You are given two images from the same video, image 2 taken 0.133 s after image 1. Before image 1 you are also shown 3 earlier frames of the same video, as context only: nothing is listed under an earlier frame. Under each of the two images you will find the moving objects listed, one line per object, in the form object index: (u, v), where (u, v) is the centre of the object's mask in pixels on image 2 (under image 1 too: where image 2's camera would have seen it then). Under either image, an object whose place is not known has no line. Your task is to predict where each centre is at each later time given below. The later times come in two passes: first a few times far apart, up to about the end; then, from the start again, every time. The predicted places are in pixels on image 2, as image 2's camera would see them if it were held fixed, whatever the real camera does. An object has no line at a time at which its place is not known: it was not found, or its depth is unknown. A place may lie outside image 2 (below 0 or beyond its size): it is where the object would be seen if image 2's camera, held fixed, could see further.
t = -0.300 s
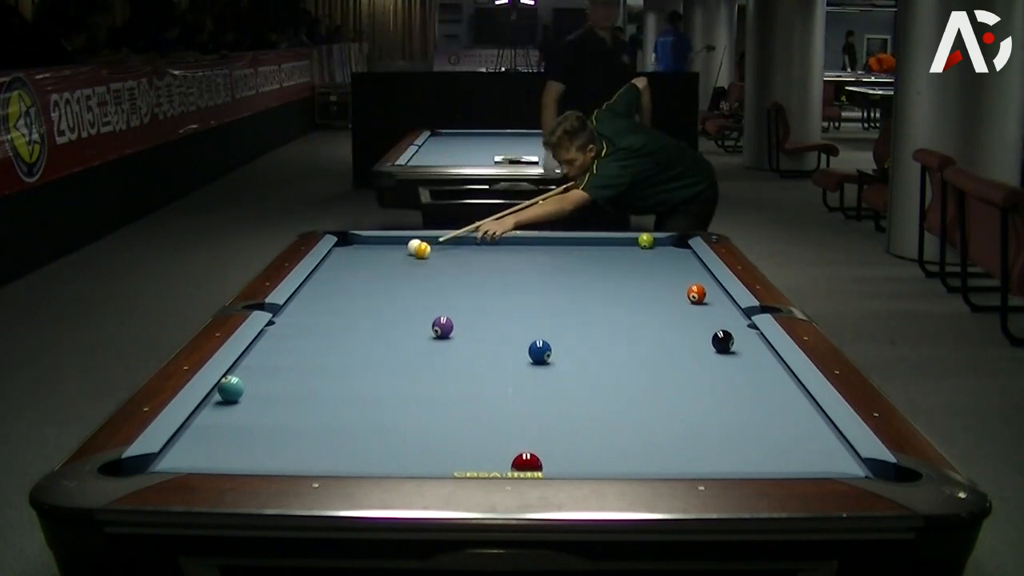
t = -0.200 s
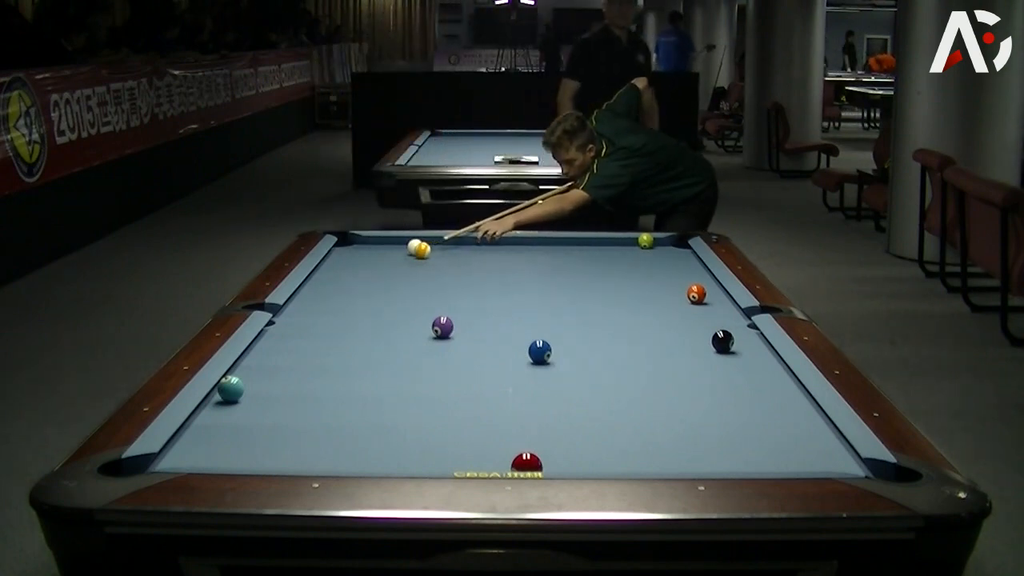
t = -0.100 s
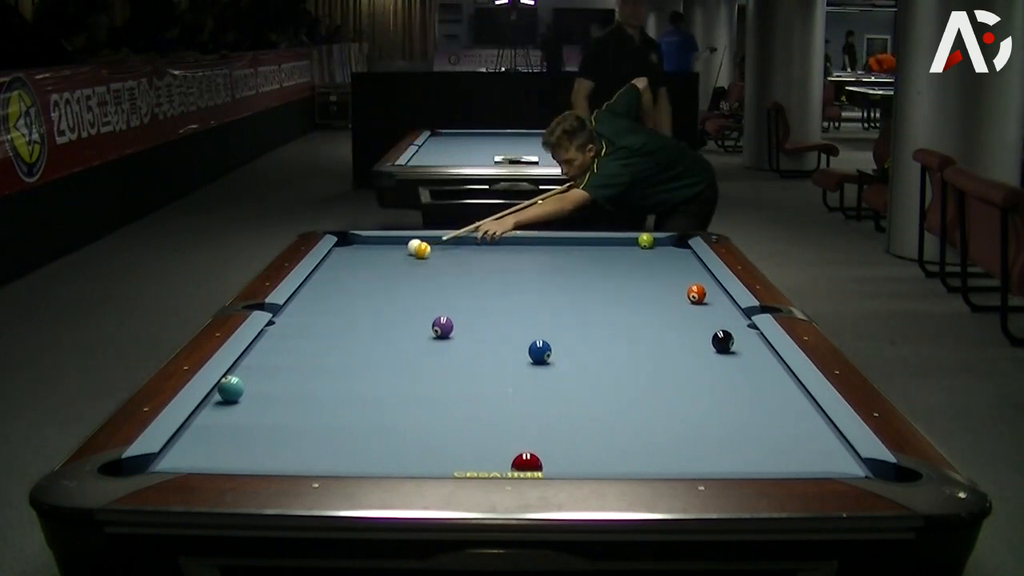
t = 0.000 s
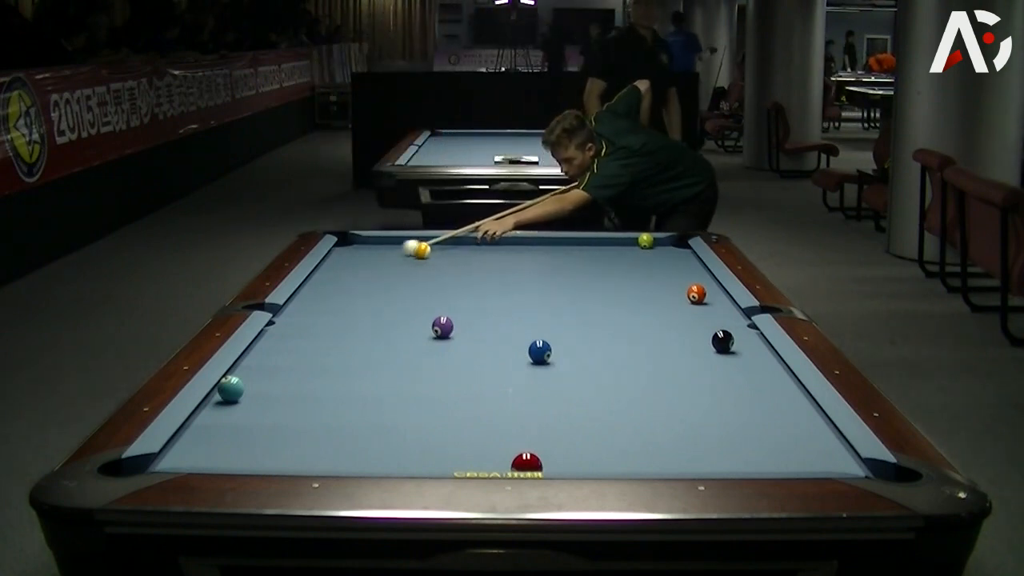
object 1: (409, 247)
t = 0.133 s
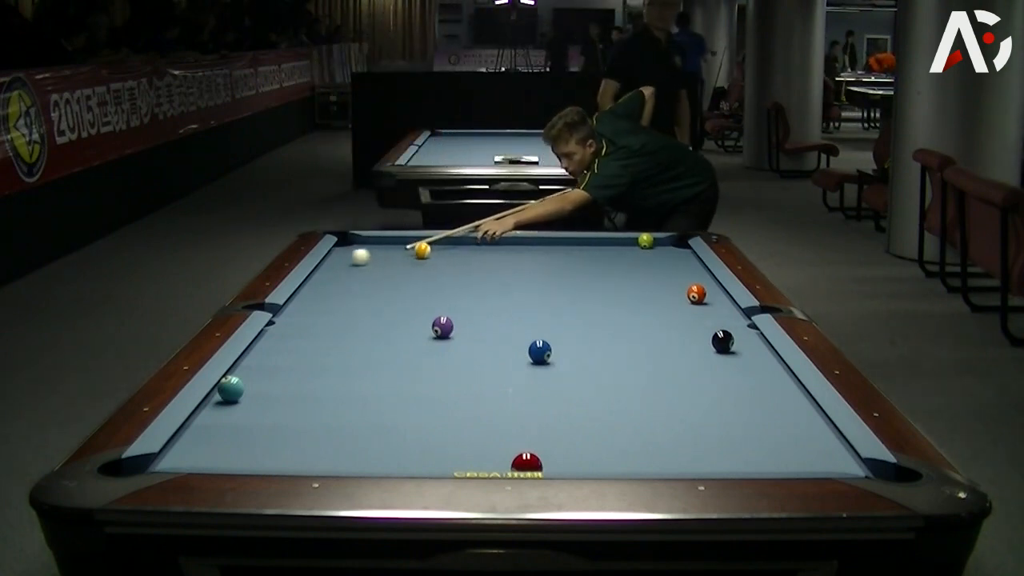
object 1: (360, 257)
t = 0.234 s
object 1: (328, 263)
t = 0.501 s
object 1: (366, 276)
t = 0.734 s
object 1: (398, 288)
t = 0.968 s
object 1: (433, 301)
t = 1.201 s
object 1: (471, 314)
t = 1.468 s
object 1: (518, 331)
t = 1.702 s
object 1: (563, 347)
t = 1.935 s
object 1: (612, 365)
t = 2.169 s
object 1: (664, 384)
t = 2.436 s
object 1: (728, 407)
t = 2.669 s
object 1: (790, 429)
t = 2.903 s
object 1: (830, 451)
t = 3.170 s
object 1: (819, 464)
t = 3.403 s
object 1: (805, 460)
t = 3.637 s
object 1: (793, 456)
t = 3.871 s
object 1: (783, 451)
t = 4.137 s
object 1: (774, 444)
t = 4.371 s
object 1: (767, 441)
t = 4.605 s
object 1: (762, 437)
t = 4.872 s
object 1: (759, 434)
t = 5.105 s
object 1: (757, 433)
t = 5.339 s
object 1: (756, 432)
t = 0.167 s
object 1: (348, 259)
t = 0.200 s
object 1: (335, 261)
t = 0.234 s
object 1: (328, 263)
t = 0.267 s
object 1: (334, 265)
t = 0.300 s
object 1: (339, 266)
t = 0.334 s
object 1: (344, 268)
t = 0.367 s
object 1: (349, 270)
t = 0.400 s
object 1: (353, 271)
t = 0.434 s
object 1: (357, 273)
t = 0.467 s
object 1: (362, 274)
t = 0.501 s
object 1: (366, 276)
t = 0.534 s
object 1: (370, 278)
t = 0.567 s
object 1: (375, 279)
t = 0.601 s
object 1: (380, 281)
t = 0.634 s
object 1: (384, 283)
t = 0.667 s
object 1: (389, 285)
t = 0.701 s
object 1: (393, 286)
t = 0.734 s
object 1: (398, 288)
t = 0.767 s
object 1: (403, 290)
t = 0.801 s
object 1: (408, 292)
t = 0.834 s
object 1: (413, 293)
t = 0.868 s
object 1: (418, 295)
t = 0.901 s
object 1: (423, 297)
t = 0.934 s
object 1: (428, 299)
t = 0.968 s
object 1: (433, 301)
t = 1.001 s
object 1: (439, 302)
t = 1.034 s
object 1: (444, 304)
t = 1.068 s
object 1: (449, 306)
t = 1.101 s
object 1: (455, 308)
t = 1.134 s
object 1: (460, 310)
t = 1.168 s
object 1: (466, 312)
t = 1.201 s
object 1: (471, 314)
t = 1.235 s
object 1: (477, 316)
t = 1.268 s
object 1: (482, 318)
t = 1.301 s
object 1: (488, 320)
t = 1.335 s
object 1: (494, 323)
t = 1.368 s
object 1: (500, 325)
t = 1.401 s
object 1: (506, 327)
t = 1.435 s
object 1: (512, 329)
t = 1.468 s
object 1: (518, 331)
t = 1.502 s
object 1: (524, 333)
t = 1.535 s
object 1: (530, 334)
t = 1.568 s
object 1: (536, 334)
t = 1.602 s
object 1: (544, 336)
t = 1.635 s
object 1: (552, 340)
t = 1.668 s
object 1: (558, 344)
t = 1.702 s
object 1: (563, 347)
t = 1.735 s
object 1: (570, 350)
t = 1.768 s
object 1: (577, 352)
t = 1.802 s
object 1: (583, 355)
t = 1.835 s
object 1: (590, 357)
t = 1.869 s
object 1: (597, 360)
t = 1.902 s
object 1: (604, 362)
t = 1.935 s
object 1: (612, 365)
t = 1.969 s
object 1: (619, 368)
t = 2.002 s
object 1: (626, 370)
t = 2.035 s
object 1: (633, 373)
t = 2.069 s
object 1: (641, 376)
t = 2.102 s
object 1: (648, 378)
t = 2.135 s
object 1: (656, 381)
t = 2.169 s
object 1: (664, 384)
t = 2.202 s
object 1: (672, 387)
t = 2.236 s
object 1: (679, 390)
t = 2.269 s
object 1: (687, 392)
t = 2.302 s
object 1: (695, 395)
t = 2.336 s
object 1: (703, 398)
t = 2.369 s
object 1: (712, 401)
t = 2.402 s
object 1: (720, 403)
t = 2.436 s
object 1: (728, 407)
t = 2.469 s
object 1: (737, 410)
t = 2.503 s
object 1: (745, 412)
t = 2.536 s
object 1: (754, 416)
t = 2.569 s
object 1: (763, 419)
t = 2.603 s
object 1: (771, 422)
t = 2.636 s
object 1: (781, 426)
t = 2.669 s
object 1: (790, 429)
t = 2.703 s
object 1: (799, 433)
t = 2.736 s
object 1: (808, 436)
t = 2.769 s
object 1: (817, 439)
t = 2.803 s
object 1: (827, 443)
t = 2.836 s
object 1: (835, 446)
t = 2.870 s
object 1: (832, 449)
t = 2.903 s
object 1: (830, 451)
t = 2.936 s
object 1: (829, 453)
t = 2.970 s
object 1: (827, 455)
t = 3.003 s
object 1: (826, 457)
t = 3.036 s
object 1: (825, 459)
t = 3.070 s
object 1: (823, 460)
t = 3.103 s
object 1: (822, 461)
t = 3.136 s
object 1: (820, 463)
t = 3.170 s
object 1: (819, 464)
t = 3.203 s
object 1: (816, 464)
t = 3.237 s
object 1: (814, 463)
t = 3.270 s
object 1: (812, 462)
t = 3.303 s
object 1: (810, 461)
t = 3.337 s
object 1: (809, 461)
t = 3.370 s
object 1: (807, 461)
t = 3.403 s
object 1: (805, 460)
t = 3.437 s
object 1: (803, 459)
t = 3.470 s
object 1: (802, 459)
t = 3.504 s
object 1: (800, 458)
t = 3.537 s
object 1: (798, 458)
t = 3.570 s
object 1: (796, 457)
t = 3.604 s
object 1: (795, 457)
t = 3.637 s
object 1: (793, 456)
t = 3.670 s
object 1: (792, 455)
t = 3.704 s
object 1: (790, 455)
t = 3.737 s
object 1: (789, 454)
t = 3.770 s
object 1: (787, 453)
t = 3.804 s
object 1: (786, 452)
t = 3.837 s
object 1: (785, 451)
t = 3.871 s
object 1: (783, 451)
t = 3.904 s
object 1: (782, 450)
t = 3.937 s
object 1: (781, 449)
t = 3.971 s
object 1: (780, 448)
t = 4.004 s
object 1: (779, 448)
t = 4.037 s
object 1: (777, 447)
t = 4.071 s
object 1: (776, 446)
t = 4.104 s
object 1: (775, 444)
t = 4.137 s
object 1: (774, 444)
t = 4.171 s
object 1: (773, 444)
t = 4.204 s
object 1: (772, 443)
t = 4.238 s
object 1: (771, 443)
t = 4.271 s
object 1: (770, 442)
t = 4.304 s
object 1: (769, 442)
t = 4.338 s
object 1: (768, 441)
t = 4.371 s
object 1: (767, 441)
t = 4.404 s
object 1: (767, 440)
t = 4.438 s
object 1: (766, 439)
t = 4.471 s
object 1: (765, 439)
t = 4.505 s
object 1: (764, 438)
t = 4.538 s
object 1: (764, 438)
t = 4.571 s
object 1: (763, 437)
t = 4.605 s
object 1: (762, 437)
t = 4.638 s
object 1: (762, 437)
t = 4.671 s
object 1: (761, 436)
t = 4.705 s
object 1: (761, 436)
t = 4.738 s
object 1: (760, 435)
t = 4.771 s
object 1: (760, 435)
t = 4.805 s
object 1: (759, 435)
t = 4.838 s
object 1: (759, 435)
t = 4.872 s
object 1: (759, 434)
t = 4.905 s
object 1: (759, 434)
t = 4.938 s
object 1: (758, 434)
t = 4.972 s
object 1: (758, 434)
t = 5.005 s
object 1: (758, 433)
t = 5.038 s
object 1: (758, 433)
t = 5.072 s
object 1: (758, 433)
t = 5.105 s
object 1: (757, 433)
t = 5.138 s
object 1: (757, 433)
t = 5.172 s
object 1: (757, 432)
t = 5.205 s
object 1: (757, 432)
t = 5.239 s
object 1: (756, 432)
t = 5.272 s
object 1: (756, 431)
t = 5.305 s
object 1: (756, 432)
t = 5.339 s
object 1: (756, 432)
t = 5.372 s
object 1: (756, 432)
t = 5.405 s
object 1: (755, 432)
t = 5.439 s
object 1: (755, 432)
